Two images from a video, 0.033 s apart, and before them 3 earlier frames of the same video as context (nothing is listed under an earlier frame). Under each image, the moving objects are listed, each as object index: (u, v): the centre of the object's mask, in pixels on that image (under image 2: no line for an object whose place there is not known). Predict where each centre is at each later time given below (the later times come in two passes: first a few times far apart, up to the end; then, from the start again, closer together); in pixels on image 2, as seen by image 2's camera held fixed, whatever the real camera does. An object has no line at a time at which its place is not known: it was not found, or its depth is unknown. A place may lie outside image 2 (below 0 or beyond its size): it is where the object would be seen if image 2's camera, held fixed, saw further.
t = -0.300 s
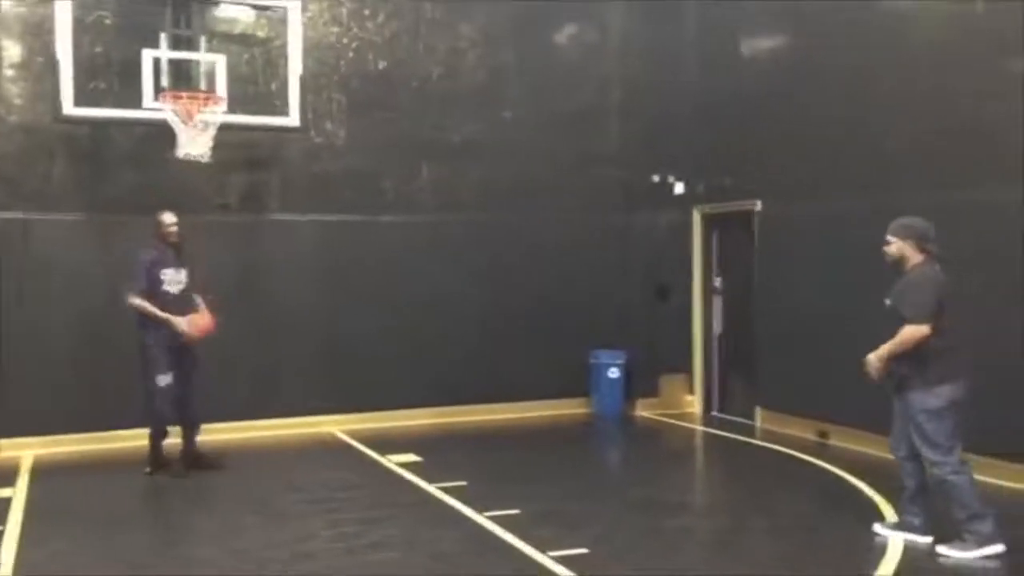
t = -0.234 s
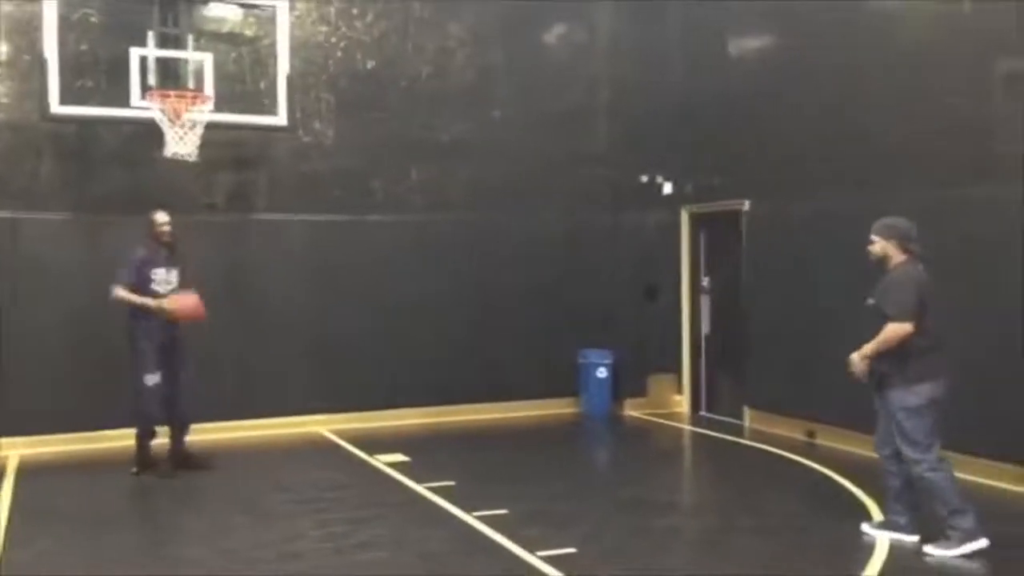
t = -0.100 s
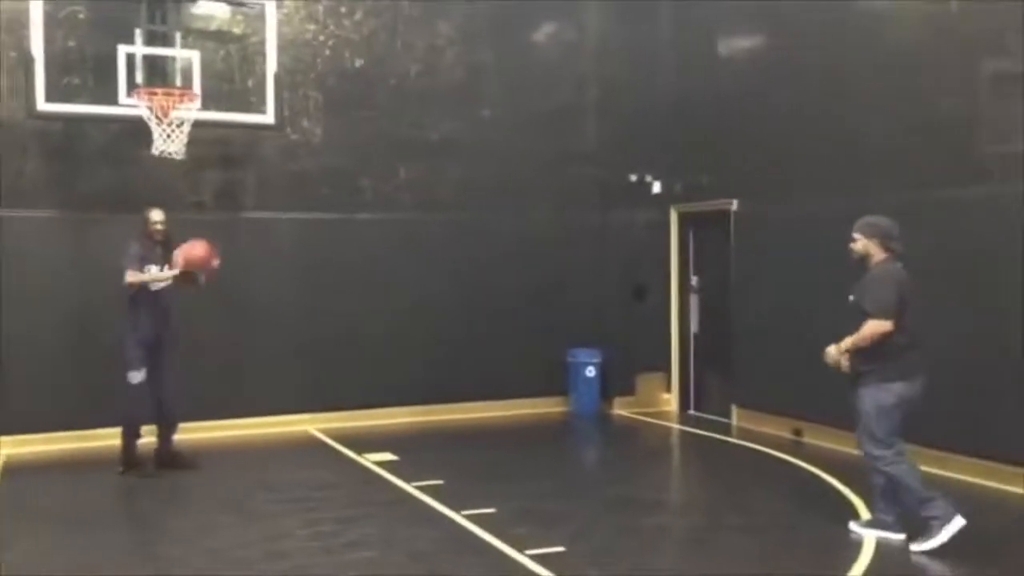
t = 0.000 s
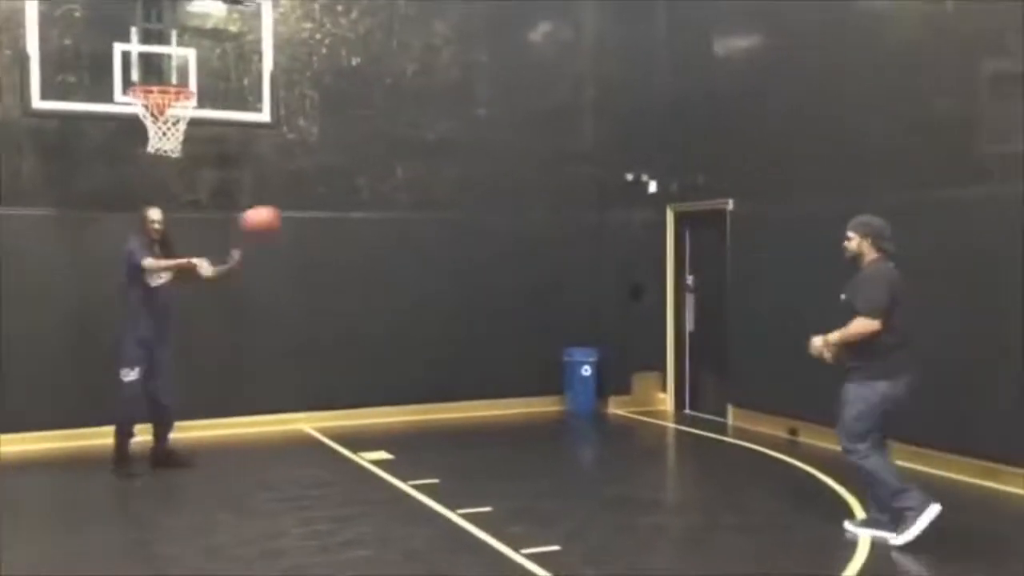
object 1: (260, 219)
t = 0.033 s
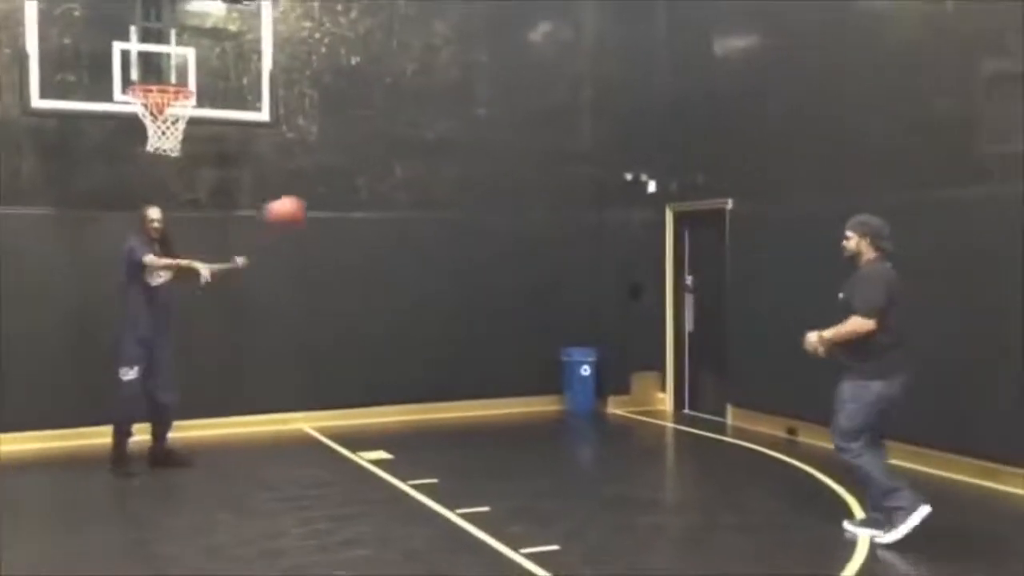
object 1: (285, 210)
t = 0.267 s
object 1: (477, 193)
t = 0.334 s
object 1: (537, 203)
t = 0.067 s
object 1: (311, 203)
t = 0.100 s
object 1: (339, 198)
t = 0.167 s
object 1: (393, 192)
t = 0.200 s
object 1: (420, 191)
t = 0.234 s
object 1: (448, 191)
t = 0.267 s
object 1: (477, 193)
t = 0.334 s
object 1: (537, 203)
